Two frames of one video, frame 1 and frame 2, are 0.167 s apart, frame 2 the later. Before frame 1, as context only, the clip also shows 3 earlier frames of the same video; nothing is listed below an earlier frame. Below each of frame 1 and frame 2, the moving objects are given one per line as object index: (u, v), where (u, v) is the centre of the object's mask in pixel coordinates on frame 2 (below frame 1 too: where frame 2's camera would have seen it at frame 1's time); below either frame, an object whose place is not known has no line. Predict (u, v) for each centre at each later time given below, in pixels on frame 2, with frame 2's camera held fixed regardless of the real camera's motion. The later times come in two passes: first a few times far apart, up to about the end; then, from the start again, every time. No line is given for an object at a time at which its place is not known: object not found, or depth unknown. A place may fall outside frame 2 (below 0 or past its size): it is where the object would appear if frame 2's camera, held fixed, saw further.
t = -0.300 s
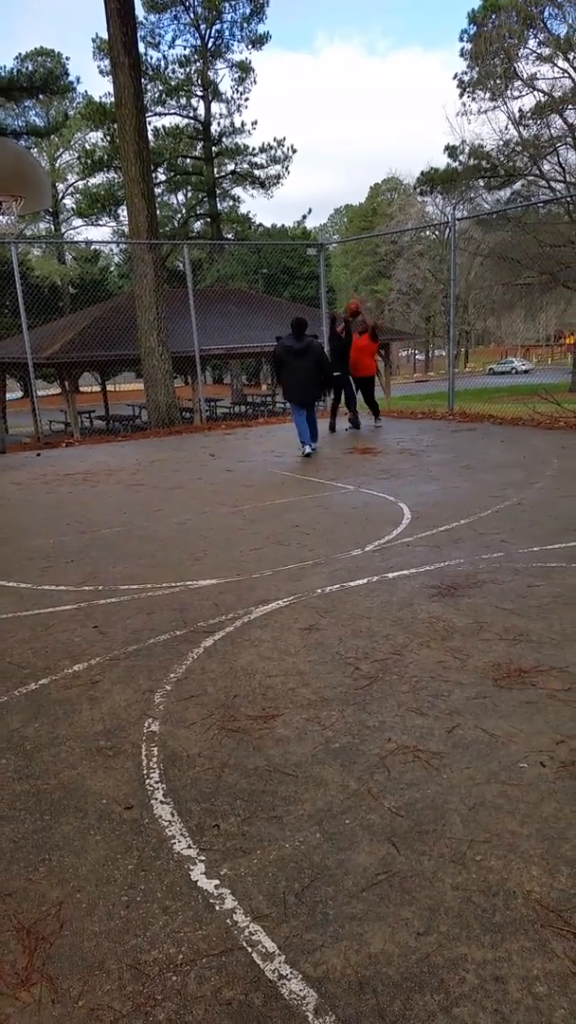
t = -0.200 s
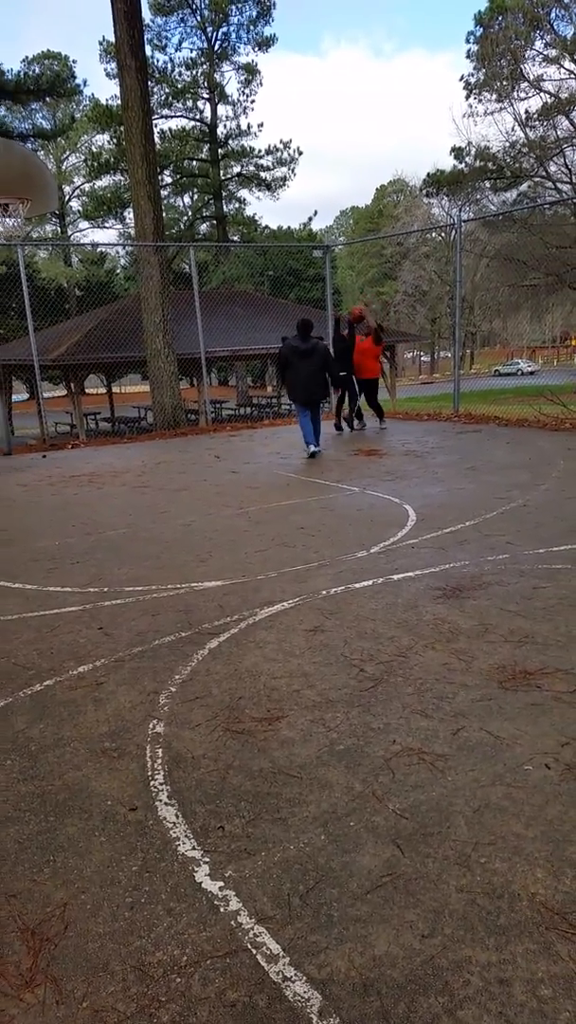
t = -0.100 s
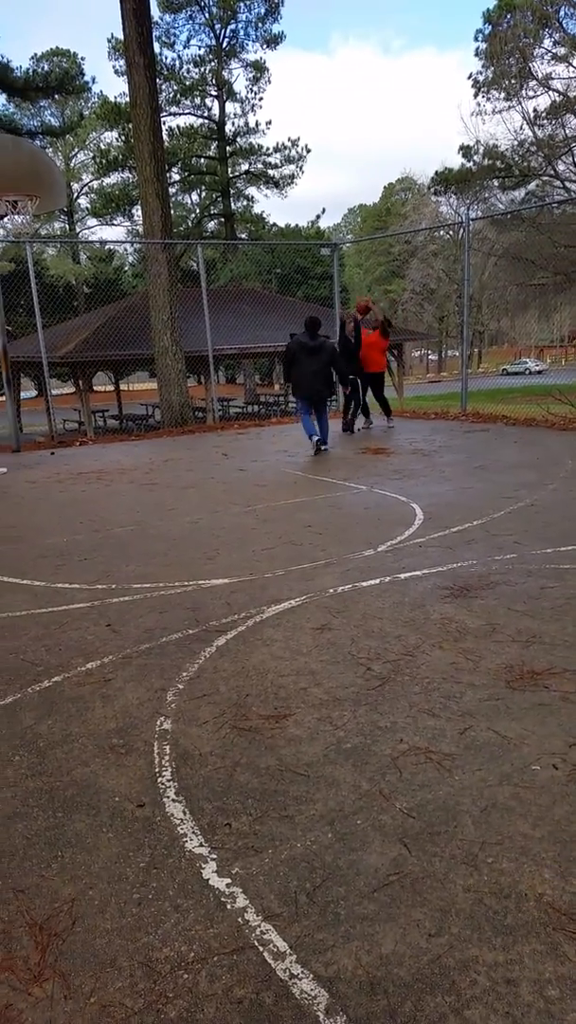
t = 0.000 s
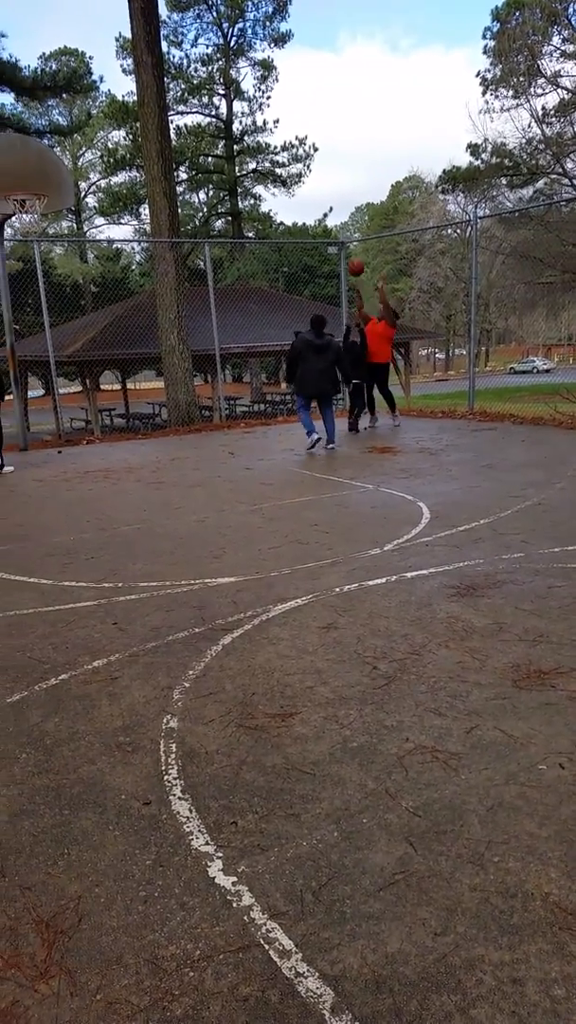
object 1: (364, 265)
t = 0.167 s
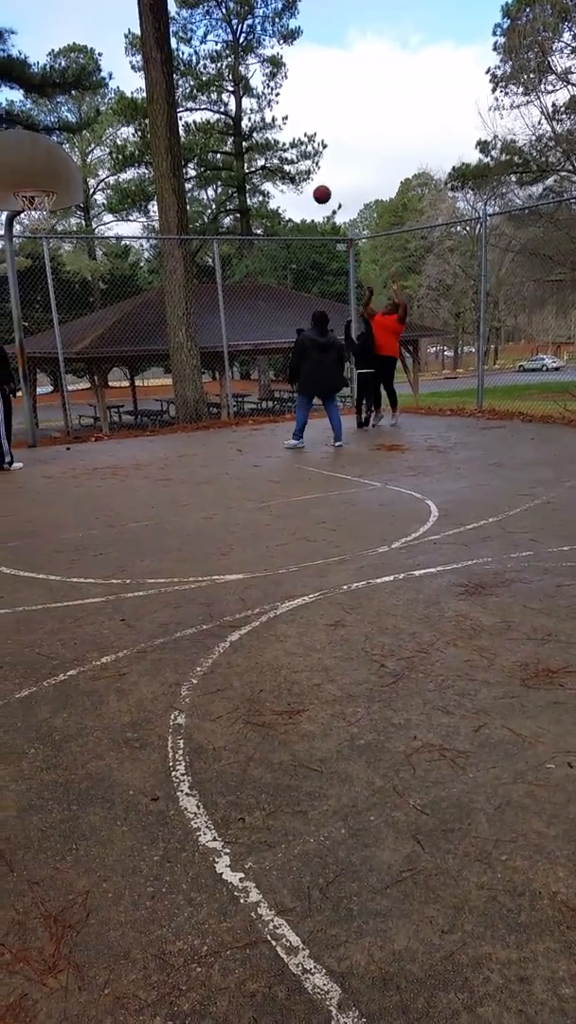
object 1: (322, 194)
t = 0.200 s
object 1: (313, 183)
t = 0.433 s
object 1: (253, 120)
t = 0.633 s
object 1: (200, 98)
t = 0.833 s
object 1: (143, 106)
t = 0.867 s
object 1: (134, 109)
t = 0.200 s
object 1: (313, 183)
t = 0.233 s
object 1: (305, 171)
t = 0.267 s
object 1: (296, 160)
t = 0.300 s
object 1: (287, 153)
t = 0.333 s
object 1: (278, 144)
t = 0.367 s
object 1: (270, 136)
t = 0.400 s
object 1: (262, 128)
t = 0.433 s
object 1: (253, 120)
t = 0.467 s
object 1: (245, 114)
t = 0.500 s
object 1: (236, 110)
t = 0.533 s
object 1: (227, 107)
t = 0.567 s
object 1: (218, 103)
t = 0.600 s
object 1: (209, 100)
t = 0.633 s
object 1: (200, 98)
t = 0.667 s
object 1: (190, 96)
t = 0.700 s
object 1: (181, 95)
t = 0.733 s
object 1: (171, 96)
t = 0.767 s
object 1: (162, 99)
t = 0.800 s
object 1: (152, 101)
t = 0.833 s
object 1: (143, 106)
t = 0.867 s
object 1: (134, 109)
